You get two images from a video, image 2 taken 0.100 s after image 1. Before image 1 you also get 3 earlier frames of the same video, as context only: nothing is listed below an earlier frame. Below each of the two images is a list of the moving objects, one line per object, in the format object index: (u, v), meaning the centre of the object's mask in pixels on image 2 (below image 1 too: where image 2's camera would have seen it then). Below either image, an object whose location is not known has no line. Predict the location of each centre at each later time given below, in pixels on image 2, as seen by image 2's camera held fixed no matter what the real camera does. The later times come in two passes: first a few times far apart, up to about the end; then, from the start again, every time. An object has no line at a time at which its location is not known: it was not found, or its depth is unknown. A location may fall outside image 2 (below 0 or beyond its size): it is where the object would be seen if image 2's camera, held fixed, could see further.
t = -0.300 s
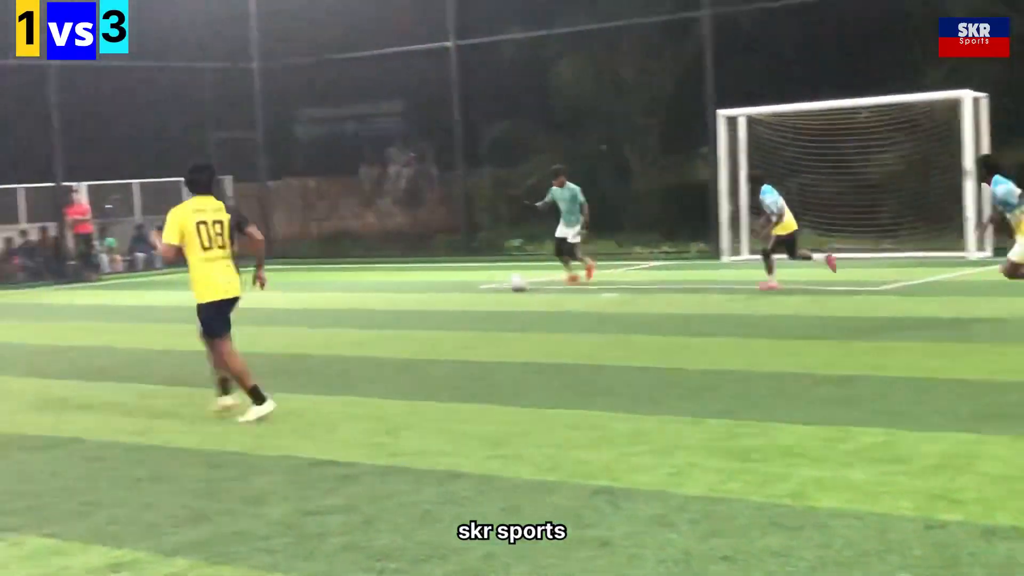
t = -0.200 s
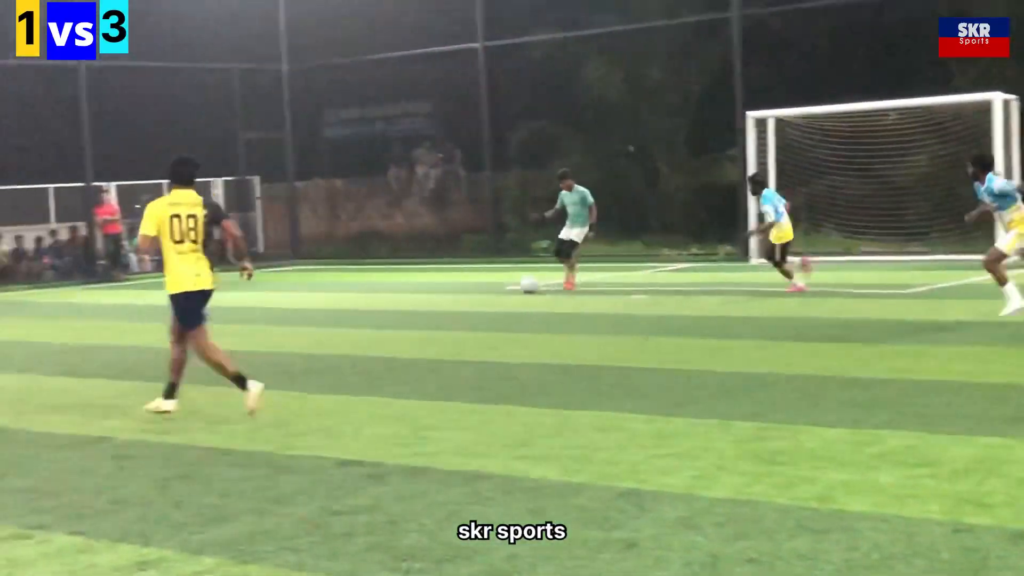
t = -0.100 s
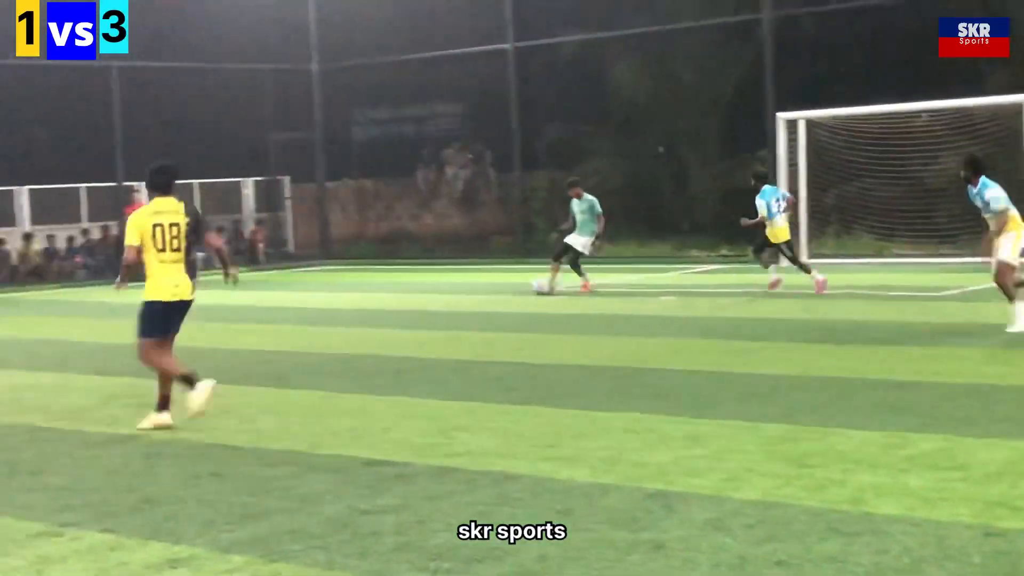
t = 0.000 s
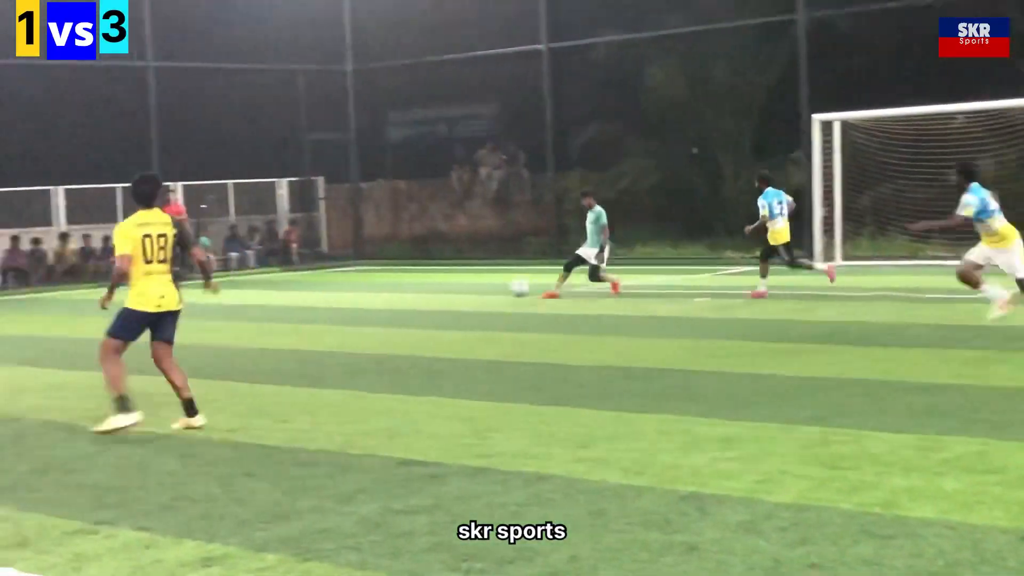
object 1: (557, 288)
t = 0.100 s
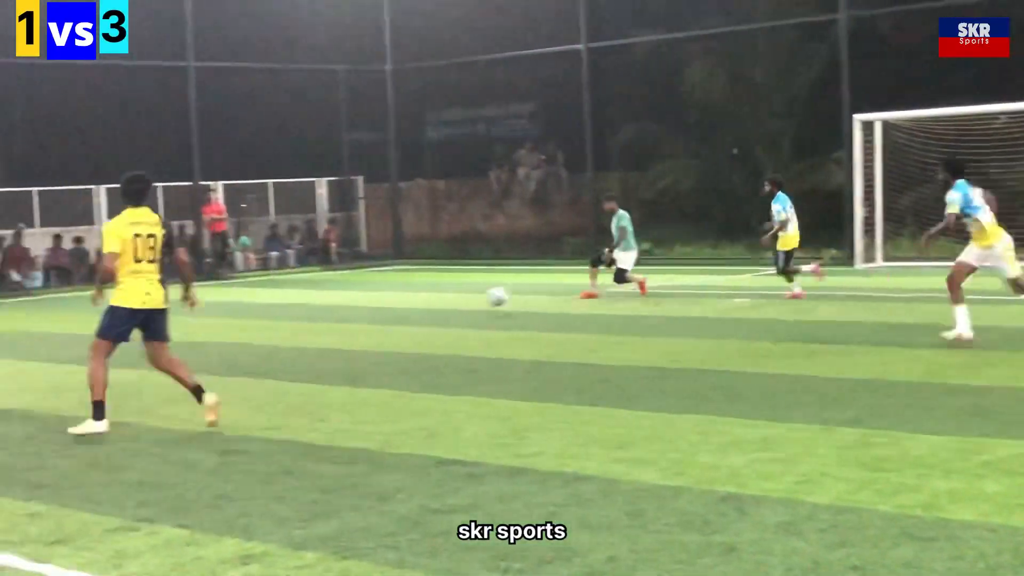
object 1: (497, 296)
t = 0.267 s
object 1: (387, 315)
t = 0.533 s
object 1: (203, 341)
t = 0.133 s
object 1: (475, 301)
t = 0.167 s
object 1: (455, 305)
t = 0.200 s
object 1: (432, 313)
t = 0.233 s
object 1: (410, 315)
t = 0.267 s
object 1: (387, 315)
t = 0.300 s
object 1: (367, 317)
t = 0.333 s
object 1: (345, 319)
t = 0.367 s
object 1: (322, 323)
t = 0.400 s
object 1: (299, 327)
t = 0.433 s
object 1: (273, 333)
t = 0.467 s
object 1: (249, 340)
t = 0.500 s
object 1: (226, 341)
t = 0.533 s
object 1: (203, 341)
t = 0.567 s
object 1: (178, 343)
